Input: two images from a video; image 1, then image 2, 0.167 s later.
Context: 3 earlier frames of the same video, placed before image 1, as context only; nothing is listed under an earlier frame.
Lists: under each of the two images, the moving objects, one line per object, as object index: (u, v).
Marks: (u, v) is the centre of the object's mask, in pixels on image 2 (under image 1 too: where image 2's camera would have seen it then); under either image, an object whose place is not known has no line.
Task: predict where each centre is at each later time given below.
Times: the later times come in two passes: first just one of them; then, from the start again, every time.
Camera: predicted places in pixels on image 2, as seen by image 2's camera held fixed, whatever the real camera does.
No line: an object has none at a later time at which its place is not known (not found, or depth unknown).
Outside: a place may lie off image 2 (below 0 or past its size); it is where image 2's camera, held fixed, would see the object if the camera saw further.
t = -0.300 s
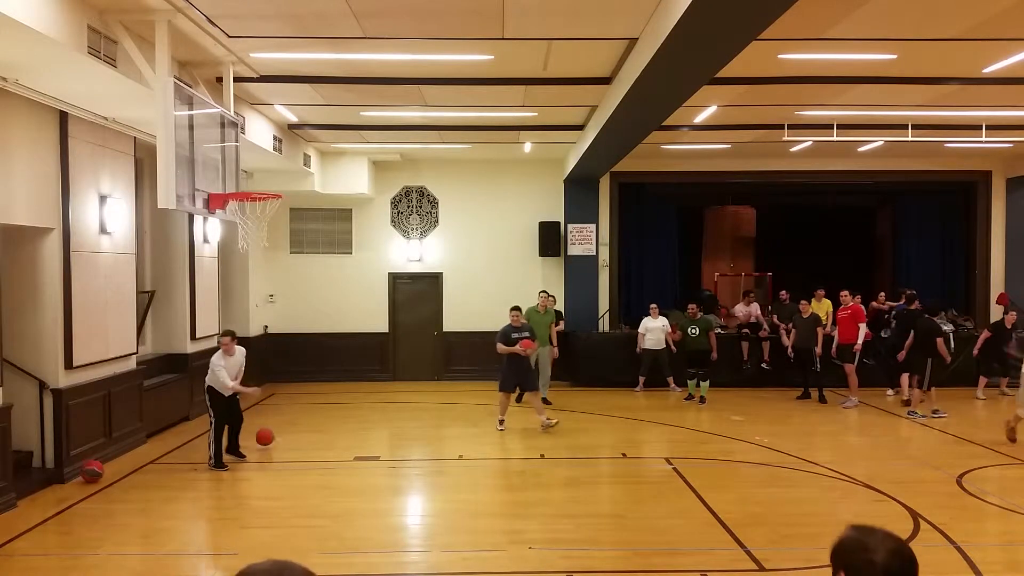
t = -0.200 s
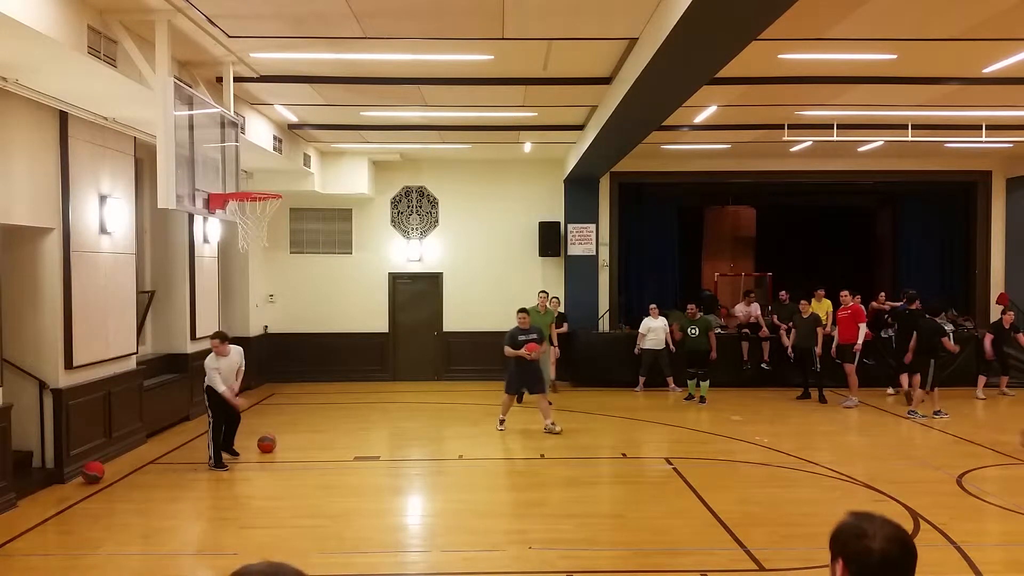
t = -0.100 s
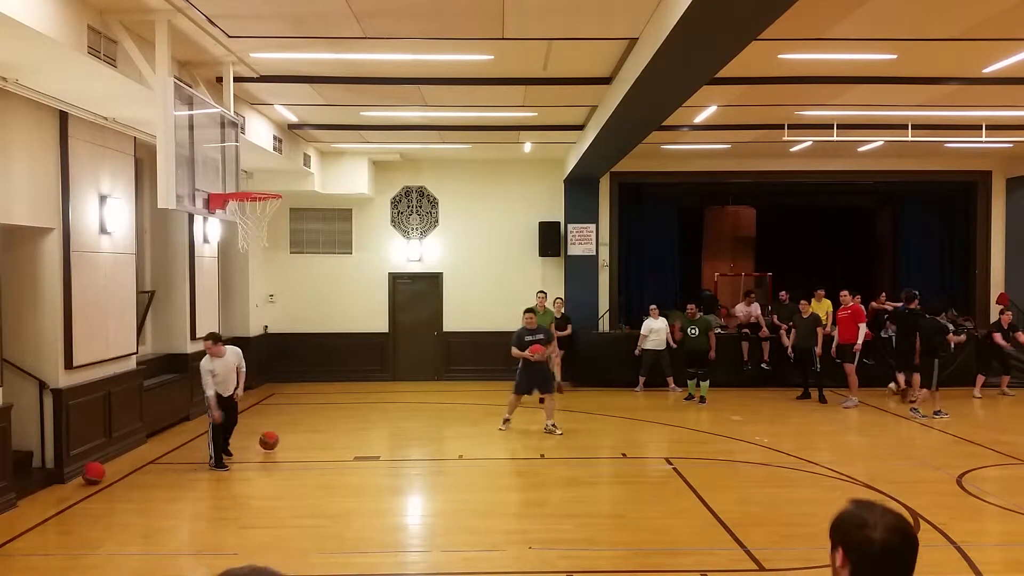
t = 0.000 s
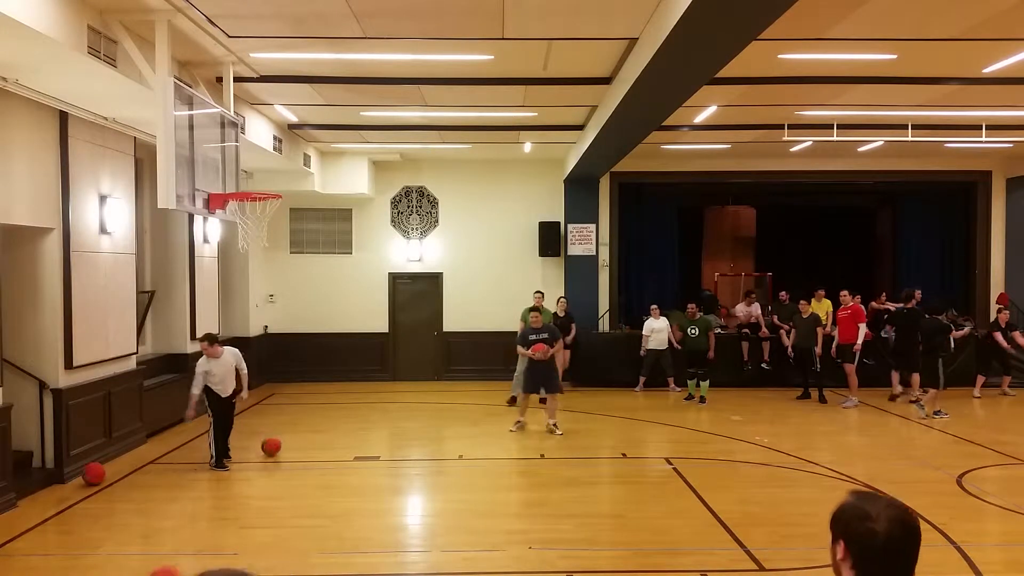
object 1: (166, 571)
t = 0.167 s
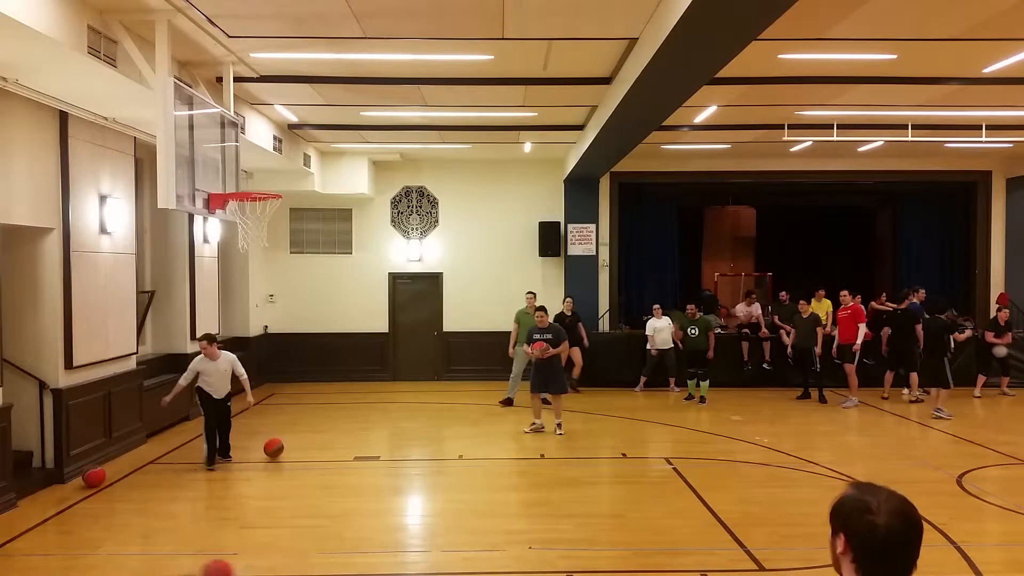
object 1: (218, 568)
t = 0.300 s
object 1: (253, 536)
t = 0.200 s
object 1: (228, 562)
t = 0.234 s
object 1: (236, 552)
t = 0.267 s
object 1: (244, 543)
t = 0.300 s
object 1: (253, 536)
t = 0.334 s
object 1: (261, 529)
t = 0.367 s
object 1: (269, 525)
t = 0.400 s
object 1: (276, 522)
